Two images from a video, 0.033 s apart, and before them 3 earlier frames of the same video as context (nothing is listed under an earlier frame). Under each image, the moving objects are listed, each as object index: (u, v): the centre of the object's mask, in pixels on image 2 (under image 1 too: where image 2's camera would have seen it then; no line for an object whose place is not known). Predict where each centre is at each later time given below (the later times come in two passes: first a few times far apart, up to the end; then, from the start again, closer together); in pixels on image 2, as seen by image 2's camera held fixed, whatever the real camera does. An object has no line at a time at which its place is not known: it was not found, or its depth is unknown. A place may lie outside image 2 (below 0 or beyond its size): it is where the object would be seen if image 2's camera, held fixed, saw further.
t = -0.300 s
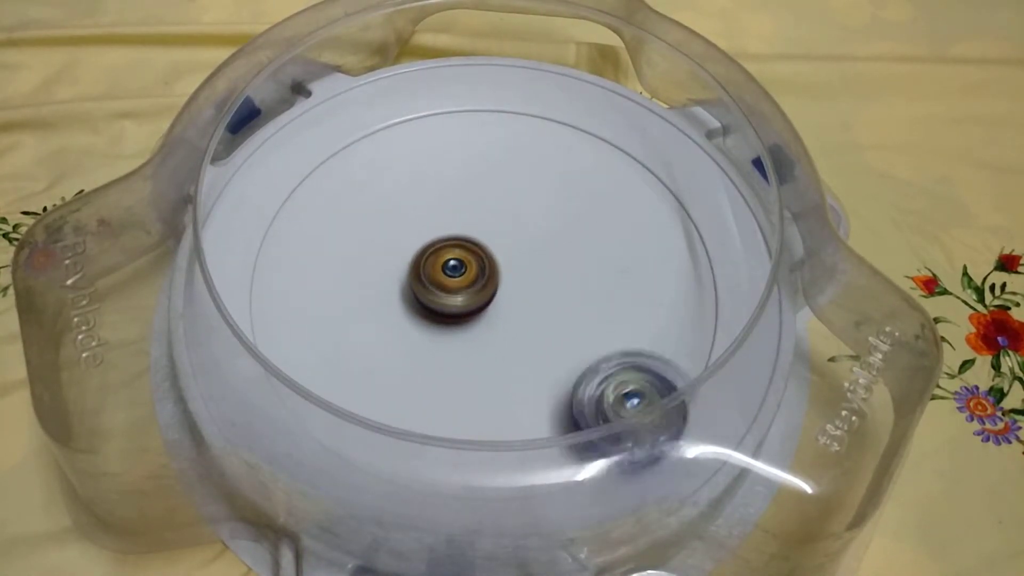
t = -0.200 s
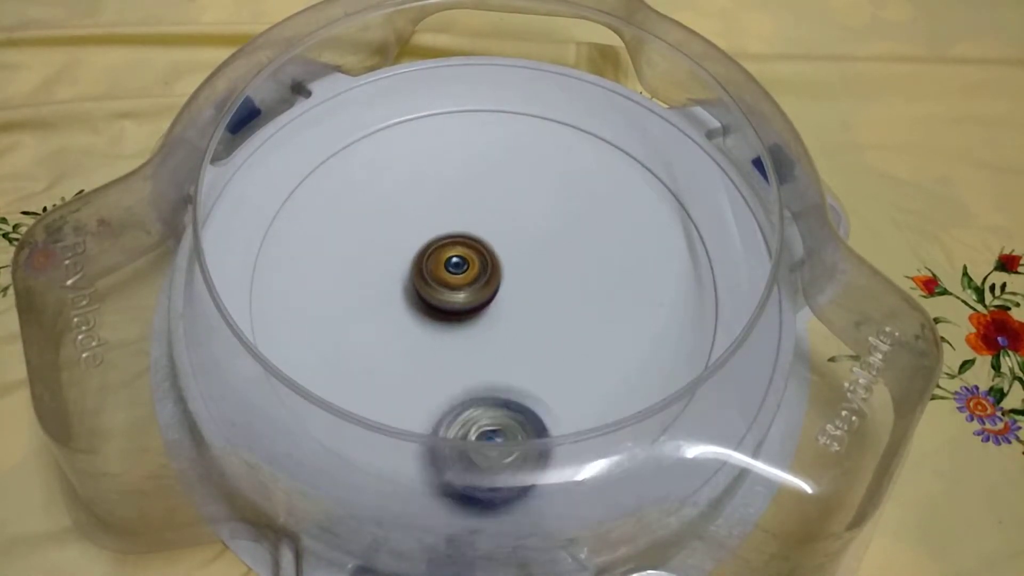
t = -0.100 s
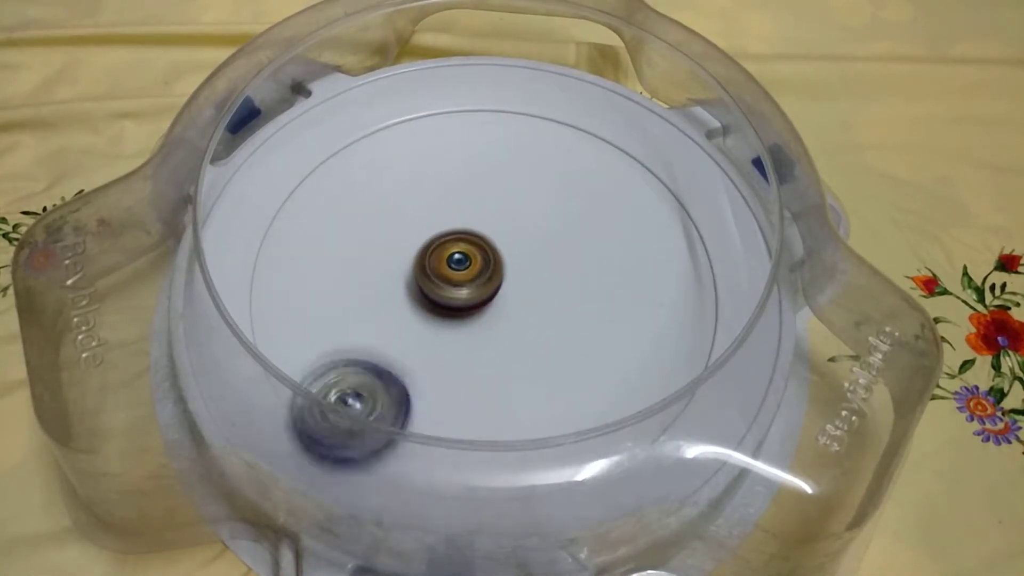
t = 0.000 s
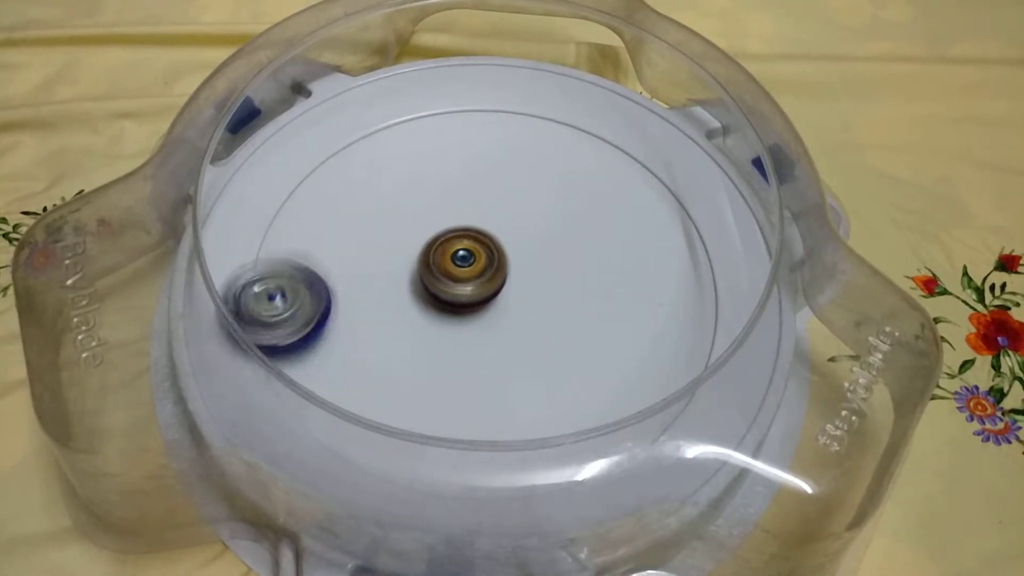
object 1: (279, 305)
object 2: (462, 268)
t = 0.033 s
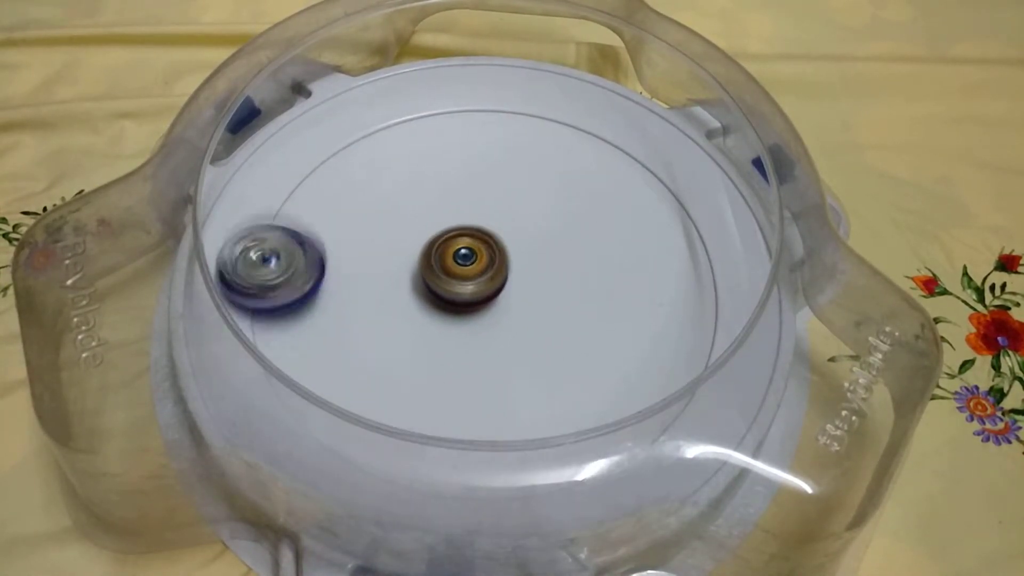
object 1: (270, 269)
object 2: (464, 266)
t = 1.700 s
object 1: (699, 335)
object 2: (484, 281)
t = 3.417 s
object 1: (350, 165)
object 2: (488, 268)
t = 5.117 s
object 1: (606, 328)
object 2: (473, 267)
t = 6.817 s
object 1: (504, 325)
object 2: (312, 165)
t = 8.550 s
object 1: (475, 245)
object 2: (638, 229)
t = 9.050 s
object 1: (499, 314)
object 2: (428, 180)
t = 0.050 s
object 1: (272, 250)
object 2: (465, 267)
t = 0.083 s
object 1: (280, 215)
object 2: (467, 267)
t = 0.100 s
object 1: (286, 201)
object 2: (467, 266)
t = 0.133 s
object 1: (306, 172)
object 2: (469, 264)
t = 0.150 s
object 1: (317, 158)
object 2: (470, 265)
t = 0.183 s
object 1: (346, 137)
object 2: (472, 263)
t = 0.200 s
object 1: (364, 126)
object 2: (472, 263)
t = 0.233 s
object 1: (398, 113)
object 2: (475, 262)
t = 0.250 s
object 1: (417, 108)
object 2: (477, 262)
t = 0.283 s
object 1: (455, 101)
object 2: (478, 262)
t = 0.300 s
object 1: (475, 101)
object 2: (479, 261)
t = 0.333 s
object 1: (513, 102)
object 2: (482, 261)
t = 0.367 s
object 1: (552, 110)
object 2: (483, 262)
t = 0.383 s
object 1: (570, 117)
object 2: (483, 262)
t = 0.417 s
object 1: (609, 137)
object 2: (485, 261)
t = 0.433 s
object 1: (624, 147)
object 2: (487, 261)
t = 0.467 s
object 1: (649, 171)
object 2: (488, 261)
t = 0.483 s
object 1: (659, 187)
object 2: (488, 261)
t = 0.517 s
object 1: (679, 222)
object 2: (490, 261)
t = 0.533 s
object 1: (686, 238)
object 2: (491, 261)
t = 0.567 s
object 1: (693, 272)
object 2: (491, 261)
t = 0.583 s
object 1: (692, 292)
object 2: (492, 261)
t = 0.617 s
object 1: (685, 329)
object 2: (493, 261)
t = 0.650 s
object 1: (672, 365)
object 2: (494, 262)
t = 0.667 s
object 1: (660, 382)
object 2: (495, 261)
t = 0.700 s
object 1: (630, 413)
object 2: (496, 261)
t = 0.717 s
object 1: (613, 426)
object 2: (496, 261)
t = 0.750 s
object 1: (568, 451)
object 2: (497, 262)
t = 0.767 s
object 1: (545, 459)
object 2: (497, 262)
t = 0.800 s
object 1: (498, 466)
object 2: (499, 262)
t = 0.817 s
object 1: (474, 466)
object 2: (499, 263)
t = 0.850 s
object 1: (426, 461)
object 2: (500, 263)
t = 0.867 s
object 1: (404, 456)
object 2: (501, 264)
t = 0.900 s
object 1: (361, 440)
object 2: (501, 266)
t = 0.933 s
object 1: (325, 417)
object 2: (502, 266)
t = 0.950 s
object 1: (309, 401)
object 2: (503, 266)
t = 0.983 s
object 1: (285, 367)
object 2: (503, 268)
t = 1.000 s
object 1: (278, 349)
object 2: (502, 268)
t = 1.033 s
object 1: (269, 311)
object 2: (502, 269)
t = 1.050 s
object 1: (271, 293)
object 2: (502, 271)
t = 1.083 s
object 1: (271, 258)
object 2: (501, 271)
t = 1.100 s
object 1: (274, 241)
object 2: (501, 272)
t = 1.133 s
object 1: (289, 209)
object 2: (500, 272)
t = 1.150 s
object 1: (298, 195)
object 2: (499, 273)
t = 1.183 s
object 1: (322, 169)
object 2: (498, 273)
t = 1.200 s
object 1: (336, 157)
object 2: (498, 274)
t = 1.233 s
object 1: (367, 138)
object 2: (497, 275)
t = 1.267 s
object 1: (402, 122)
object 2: (497, 275)
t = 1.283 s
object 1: (421, 118)
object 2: (497, 275)
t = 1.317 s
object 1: (460, 110)
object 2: (495, 276)
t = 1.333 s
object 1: (478, 108)
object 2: (495, 276)
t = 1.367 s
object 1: (516, 112)
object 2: (495, 276)
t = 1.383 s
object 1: (535, 114)
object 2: (494, 276)
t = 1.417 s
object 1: (571, 124)
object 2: (492, 278)
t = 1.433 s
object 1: (589, 128)
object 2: (493, 278)
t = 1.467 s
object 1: (623, 146)
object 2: (492, 278)
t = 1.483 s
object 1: (637, 155)
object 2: (490, 279)
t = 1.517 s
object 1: (664, 178)
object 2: (490, 279)
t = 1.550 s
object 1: (684, 204)
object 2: (489, 279)
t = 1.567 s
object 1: (692, 220)
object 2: (488, 280)
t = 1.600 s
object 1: (703, 248)
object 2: (488, 280)
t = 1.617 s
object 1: (705, 264)
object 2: (487, 280)
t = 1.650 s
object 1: (706, 292)
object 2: (485, 280)
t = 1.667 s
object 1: (705, 307)
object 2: (485, 281)
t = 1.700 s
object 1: (699, 335)
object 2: (484, 281)
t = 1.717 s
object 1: (694, 348)
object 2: (483, 281)
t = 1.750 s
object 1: (679, 375)
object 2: (483, 281)
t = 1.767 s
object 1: (670, 387)
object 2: (482, 282)
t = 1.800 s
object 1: (644, 411)
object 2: (480, 282)
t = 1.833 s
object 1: (605, 434)
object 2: (479, 282)
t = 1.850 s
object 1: (586, 442)
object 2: (478, 282)
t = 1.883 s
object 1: (545, 452)
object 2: (477, 281)
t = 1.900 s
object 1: (522, 457)
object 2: (476, 282)
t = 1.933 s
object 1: (480, 455)
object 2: (475, 283)
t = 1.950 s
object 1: (459, 451)
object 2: (474, 282)
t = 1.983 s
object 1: (418, 438)
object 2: (474, 281)
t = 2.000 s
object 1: (398, 431)
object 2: (472, 282)
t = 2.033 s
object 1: (362, 409)
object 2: (472, 281)
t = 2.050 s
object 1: (346, 395)
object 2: (472, 280)
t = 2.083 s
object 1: (321, 366)
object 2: (471, 281)
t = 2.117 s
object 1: (308, 333)
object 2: (470, 281)
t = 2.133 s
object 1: (300, 318)
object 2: (470, 280)
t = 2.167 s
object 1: (294, 282)
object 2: (469, 280)
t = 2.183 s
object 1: (295, 265)
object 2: (469, 279)
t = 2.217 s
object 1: (301, 232)
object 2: (469, 279)
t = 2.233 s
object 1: (307, 219)
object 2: (468, 278)
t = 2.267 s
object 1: (323, 191)
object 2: (469, 277)
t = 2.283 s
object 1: (333, 178)
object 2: (469, 278)
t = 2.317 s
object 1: (358, 155)
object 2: (469, 276)
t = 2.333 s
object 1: (371, 145)
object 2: (468, 277)
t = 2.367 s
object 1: (402, 129)
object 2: (468, 276)
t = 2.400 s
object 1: (432, 115)
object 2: (468, 274)
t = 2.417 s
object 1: (448, 112)
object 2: (469, 274)
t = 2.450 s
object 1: (481, 108)
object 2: (469, 273)
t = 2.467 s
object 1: (498, 108)
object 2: (469, 273)
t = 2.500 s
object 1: (531, 111)
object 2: (469, 273)
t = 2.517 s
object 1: (547, 113)
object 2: (469, 273)
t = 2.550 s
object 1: (578, 124)
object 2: (471, 271)
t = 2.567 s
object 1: (592, 132)
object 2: (470, 272)
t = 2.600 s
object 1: (618, 150)
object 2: (470, 272)
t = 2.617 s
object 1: (629, 159)
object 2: (471, 271)
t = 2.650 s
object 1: (648, 181)
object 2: (471, 270)
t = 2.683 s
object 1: (662, 205)
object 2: (473, 270)
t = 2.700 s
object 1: (667, 219)
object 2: (474, 269)
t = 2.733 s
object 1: (674, 248)
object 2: (474, 269)
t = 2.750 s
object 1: (676, 262)
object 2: (475, 269)
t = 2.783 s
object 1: (675, 291)
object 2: (475, 269)
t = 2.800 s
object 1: (669, 307)
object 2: (476, 269)
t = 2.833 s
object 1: (658, 337)
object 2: (476, 269)
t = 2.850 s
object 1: (648, 351)
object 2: (476, 269)
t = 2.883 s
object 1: (624, 379)
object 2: (477, 268)
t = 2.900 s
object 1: (609, 390)
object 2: (478, 268)
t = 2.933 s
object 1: (573, 409)
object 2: (478, 267)
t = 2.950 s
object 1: (558, 413)
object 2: (479, 266)
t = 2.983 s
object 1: (518, 421)
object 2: (480, 266)
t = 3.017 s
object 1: (476, 428)
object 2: (480, 267)
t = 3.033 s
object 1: (454, 428)
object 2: (481, 267)
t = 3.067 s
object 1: (415, 420)
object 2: (482, 267)
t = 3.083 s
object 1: (397, 415)
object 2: (482, 267)
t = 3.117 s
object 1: (360, 398)
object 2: (482, 267)
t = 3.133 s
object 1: (344, 388)
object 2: (483, 267)
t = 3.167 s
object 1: (322, 362)
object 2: (484, 267)
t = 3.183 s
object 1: (312, 347)
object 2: (484, 267)
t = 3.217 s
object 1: (299, 320)
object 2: (485, 267)
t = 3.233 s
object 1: (293, 306)
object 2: (485, 267)
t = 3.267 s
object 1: (289, 275)
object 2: (485, 267)
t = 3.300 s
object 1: (292, 247)
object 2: (486, 268)
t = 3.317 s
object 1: (297, 234)
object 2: (487, 267)
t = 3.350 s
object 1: (310, 207)
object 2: (488, 267)
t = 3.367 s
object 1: (319, 197)
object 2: (488, 268)
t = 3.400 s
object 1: (339, 175)
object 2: (488, 267)
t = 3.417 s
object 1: (350, 165)
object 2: (488, 268)
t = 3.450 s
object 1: (377, 151)
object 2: (489, 267)
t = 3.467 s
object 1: (391, 146)
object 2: (489, 267)
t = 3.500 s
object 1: (421, 138)
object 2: (489, 268)
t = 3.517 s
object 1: (436, 135)
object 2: (490, 268)
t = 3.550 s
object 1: (467, 131)
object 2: (491, 268)
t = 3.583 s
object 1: (499, 134)
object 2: (490, 269)
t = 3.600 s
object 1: (515, 136)
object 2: (491, 269)
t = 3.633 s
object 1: (544, 144)
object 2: (490, 270)
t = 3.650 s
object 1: (557, 150)
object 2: (491, 270)
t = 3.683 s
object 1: (584, 161)
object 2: (491, 271)
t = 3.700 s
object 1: (597, 171)
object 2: (491, 271)
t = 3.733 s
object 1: (616, 192)
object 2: (491, 271)
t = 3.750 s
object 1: (627, 203)
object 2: (491, 271)
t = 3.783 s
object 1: (641, 222)
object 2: (491, 272)
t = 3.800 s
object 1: (647, 235)
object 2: (491, 271)
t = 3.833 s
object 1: (657, 262)
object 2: (490, 273)
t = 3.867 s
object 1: (660, 290)
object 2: (491, 273)
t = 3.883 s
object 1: (658, 303)
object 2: (490, 272)
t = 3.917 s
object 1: (654, 326)
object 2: (490, 274)
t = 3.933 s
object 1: (650, 340)
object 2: (490, 273)
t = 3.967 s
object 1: (634, 364)
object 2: (490, 273)
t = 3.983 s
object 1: (623, 374)
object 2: (489, 274)
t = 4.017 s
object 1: (603, 392)
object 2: (489, 274)
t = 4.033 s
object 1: (590, 400)
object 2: (489, 274)
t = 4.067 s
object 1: (559, 414)
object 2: (488, 275)
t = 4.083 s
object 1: (541, 417)
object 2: (489, 275)
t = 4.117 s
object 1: (510, 421)
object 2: (488, 275)
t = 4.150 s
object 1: (476, 422)
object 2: (488, 275)
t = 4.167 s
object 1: (459, 420)
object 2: (488, 275)
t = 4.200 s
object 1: (432, 400)
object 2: (487, 275)
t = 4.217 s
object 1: (413, 405)
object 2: (487, 276)
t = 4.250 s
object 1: (385, 389)
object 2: (485, 277)
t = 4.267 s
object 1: (376, 377)
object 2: (485, 276)
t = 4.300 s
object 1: (353, 357)
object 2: (484, 277)
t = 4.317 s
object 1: (344, 346)
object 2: (484, 278)
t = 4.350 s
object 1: (334, 321)
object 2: (484, 278)
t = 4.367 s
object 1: (329, 308)
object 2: (483, 278)
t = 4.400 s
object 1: (328, 282)
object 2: (483, 278)
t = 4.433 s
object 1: (330, 256)
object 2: (482, 278)
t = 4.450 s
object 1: (335, 243)
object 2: (482, 278)
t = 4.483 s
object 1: (344, 218)
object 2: (481, 279)
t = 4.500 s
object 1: (351, 207)
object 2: (481, 278)
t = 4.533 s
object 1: (369, 190)
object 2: (480, 278)
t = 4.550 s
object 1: (377, 181)
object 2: (480, 278)
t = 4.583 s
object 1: (399, 167)
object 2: (479, 279)
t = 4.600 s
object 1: (411, 161)
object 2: (478, 279)
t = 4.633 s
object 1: (435, 150)
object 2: (477, 279)
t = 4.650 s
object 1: (448, 146)
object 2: (476, 279)
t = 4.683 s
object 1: (473, 144)
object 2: (476, 278)
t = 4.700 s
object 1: (485, 141)
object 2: (475, 278)
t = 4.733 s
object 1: (511, 143)
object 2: (475, 276)
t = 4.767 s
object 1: (535, 148)
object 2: (473, 277)
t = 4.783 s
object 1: (546, 150)
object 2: (473, 276)
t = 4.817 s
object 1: (567, 160)
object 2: (473, 275)
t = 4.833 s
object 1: (577, 166)
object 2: (473, 274)
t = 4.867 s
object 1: (593, 178)
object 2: (472, 274)
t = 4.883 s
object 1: (602, 185)
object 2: (471, 273)
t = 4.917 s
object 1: (615, 205)
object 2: (471, 273)
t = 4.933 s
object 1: (619, 213)
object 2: (471, 272)
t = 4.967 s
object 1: (629, 231)
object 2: (471, 271)
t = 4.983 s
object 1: (629, 244)
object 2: (471, 270)
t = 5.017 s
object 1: (629, 265)
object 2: (471, 268)
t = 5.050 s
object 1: (627, 286)
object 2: (472, 268)
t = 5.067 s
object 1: (621, 299)
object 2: (472, 267)
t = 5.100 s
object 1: (611, 319)
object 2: (472, 268)
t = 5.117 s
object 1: (606, 328)
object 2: (473, 267)
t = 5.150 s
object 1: (588, 349)
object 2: (473, 266)
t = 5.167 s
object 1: (577, 356)
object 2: (473, 266)
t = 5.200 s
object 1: (550, 372)
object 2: (474, 265)
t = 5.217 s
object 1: (534, 378)
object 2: (474, 265)
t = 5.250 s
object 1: (507, 383)
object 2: (475, 265)
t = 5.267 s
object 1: (491, 385)
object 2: (476, 265)
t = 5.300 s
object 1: (463, 386)
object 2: (477, 264)
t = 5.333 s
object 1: (434, 380)
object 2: (478, 264)
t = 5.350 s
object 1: (423, 376)
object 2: (478, 265)
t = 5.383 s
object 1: (398, 367)
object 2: (478, 265)
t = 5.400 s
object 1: (387, 361)
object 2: (480, 264)
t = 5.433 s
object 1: (368, 345)
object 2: (480, 265)
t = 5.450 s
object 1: (360, 338)
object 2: (481, 265)
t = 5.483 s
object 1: (349, 317)
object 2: (482, 264)
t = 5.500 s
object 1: (344, 309)
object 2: (482, 264)
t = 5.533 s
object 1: (339, 289)
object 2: (483, 264)
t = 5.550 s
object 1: (338, 281)
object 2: (484, 263)
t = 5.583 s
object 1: (339, 262)
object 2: (485, 264)
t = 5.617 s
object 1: (345, 245)
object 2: (487, 263)
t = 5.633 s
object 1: (348, 236)
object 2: (488, 264)
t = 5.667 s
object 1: (360, 222)
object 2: (489, 265)
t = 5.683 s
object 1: (366, 214)
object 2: (490, 265)
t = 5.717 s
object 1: (383, 200)
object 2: (492, 265)
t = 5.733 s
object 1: (392, 196)
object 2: (493, 266)
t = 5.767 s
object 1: (410, 186)
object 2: (493, 267)
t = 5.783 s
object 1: (422, 183)
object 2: (494, 267)
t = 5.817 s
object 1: (441, 178)
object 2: (495, 268)
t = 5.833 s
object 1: (453, 177)
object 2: (495, 268)
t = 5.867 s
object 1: (473, 177)
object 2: (495, 269)
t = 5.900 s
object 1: (496, 181)
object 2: (497, 270)
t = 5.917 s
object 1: (505, 182)
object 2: (496, 270)
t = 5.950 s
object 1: (526, 189)
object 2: (496, 271)
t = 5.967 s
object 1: (534, 193)
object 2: (496, 272)
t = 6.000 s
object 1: (552, 201)
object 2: (496, 273)
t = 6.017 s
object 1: (561, 208)
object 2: (496, 273)
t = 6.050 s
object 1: (574, 220)
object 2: (497, 273)
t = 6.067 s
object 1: (582, 227)
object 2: (497, 274)
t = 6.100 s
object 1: (595, 239)
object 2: (491, 277)
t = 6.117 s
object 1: (606, 242)
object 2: (486, 281)
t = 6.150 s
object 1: (620, 251)
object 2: (478, 286)
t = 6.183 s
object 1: (634, 263)
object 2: (472, 288)
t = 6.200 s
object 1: (639, 267)
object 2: (469, 288)
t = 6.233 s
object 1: (648, 282)
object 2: (463, 290)
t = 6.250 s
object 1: (651, 286)
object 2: (462, 289)
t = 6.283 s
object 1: (652, 301)
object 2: (457, 290)
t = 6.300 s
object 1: (652, 306)
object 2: (456, 291)
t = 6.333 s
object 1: (646, 321)
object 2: (453, 291)
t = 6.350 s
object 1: (643, 324)
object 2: (452, 291)
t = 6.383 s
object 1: (629, 338)
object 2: (451, 292)
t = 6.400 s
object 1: (623, 339)
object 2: (451, 292)
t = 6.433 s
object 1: (602, 349)
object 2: (450, 292)
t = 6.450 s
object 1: (594, 348)
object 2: (450, 292)
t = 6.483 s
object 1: (569, 354)
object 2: (450, 292)
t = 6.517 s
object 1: (548, 353)
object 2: (450, 292)
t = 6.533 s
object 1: (533, 352)
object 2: (450, 292)
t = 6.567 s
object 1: (528, 352)
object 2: (432, 283)
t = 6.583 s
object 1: (536, 354)
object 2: (412, 274)
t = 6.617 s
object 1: (549, 357)
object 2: (378, 253)
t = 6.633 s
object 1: (549, 359)
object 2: (365, 243)
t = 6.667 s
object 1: (549, 356)
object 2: (343, 224)
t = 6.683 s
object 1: (547, 354)
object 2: (336, 216)
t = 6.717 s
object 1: (535, 350)
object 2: (326, 199)
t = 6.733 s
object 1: (530, 349)
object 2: (322, 192)
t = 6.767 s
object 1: (519, 340)
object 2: (317, 179)
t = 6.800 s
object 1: (510, 331)
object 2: (313, 167)
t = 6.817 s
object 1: (504, 325)
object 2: (312, 165)
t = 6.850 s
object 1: (497, 314)
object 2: (317, 158)
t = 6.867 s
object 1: (494, 310)
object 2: (322, 159)
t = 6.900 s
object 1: (489, 298)
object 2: (334, 160)
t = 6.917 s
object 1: (484, 293)
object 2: (339, 161)
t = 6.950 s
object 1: (479, 281)
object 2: (352, 165)
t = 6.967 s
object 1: (478, 277)
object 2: (358, 166)
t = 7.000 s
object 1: (473, 265)
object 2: (369, 171)
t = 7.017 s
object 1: (471, 259)
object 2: (375, 174)
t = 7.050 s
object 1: (467, 249)
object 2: (385, 181)
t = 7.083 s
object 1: (467, 239)
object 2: (390, 187)
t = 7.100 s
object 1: (483, 238)
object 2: (378, 189)
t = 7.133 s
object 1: (511, 226)
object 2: (348, 191)
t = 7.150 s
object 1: (526, 223)
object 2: (336, 193)
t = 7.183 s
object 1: (551, 215)
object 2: (318, 195)
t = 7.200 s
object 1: (563, 216)
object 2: (312, 195)
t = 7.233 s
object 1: (575, 211)
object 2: (300, 197)
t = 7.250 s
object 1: (582, 208)
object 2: (295, 199)
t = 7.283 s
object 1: (590, 201)
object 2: (288, 204)
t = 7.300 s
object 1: (592, 202)
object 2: (286, 206)
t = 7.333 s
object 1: (593, 199)
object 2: (284, 211)
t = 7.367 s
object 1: (594, 199)
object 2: (286, 217)
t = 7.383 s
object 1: (595, 197)
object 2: (288, 220)
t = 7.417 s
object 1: (595, 198)
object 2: (292, 226)
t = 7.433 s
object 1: (593, 197)
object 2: (295, 228)
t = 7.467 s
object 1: (587, 203)
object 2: (303, 234)
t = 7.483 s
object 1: (583, 204)
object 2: (307, 239)
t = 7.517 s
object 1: (576, 210)
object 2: (317, 250)
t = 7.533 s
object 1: (572, 211)
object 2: (322, 255)
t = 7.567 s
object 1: (560, 220)
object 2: (333, 267)
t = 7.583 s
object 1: (554, 223)
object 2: (340, 273)
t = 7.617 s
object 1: (543, 232)
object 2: (353, 284)
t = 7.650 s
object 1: (536, 237)
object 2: (368, 297)
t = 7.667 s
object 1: (532, 242)
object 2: (375, 303)
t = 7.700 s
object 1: (525, 250)
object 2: (391, 316)
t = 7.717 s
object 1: (524, 254)
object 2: (399, 321)
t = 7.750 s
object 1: (518, 262)
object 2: (416, 332)
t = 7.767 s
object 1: (517, 268)
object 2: (424, 337)
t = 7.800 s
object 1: (514, 278)
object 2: (441, 346)
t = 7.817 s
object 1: (516, 284)
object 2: (448, 350)
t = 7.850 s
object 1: (515, 293)
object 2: (464, 359)
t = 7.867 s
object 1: (519, 296)
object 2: (470, 364)
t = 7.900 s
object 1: (523, 296)
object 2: (483, 373)
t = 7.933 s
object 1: (530, 300)
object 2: (497, 378)
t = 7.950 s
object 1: (532, 299)
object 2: (505, 380)
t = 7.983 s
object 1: (540, 296)
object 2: (521, 384)
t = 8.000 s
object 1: (542, 294)
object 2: (529, 385)
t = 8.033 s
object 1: (546, 291)
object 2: (546, 383)
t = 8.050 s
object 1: (551, 286)
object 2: (553, 382)
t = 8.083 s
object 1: (551, 281)
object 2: (568, 378)
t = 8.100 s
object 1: (552, 278)
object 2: (575, 375)
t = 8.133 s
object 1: (555, 270)
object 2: (588, 368)
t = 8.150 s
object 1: (556, 268)
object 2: (594, 364)
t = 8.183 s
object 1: (555, 262)
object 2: (606, 355)
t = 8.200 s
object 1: (552, 259)
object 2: (612, 351)
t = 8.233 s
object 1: (548, 256)
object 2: (622, 340)
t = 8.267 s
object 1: (544, 249)
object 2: (631, 329)
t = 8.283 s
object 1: (542, 247)
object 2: (635, 323)
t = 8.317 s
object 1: (535, 241)
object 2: (641, 312)
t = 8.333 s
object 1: (529, 240)
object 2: (644, 305)
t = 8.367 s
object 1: (522, 239)
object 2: (648, 293)
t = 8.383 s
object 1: (520, 237)
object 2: (649, 287)
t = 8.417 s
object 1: (512, 237)
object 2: (650, 275)
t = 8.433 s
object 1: (509, 236)
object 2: (651, 267)
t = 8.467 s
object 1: (501, 236)
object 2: (650, 256)
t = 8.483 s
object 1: (495, 238)
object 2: (648, 251)
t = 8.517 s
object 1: (485, 240)
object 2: (644, 239)
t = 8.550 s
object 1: (475, 245)
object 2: (638, 229)
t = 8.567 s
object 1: (471, 246)
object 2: (632, 226)
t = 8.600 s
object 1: (461, 251)
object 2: (625, 215)
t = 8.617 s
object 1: (459, 254)
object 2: (621, 209)
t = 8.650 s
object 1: (455, 258)
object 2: (609, 203)
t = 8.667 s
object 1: (453, 262)
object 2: (603, 199)
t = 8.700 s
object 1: (449, 267)
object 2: (590, 192)
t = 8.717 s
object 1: (448, 270)
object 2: (581, 191)
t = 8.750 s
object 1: (449, 275)
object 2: (568, 186)
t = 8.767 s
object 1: (449, 279)
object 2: (561, 182)
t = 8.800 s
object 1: (452, 287)
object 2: (547, 179)
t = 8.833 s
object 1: (455, 293)
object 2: (531, 177)
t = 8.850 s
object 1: (459, 298)
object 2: (523, 176)
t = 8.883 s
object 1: (466, 305)
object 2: (507, 173)
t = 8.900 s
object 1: (470, 308)
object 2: (499, 175)
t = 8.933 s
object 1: (479, 312)
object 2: (482, 173)
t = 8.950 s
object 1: (480, 312)
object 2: (475, 173)
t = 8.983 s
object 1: (486, 315)
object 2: (459, 174)
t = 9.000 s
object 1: (491, 315)
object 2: (450, 175)
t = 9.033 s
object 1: (496, 314)
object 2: (436, 176)
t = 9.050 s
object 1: (499, 314)
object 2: (428, 180)
